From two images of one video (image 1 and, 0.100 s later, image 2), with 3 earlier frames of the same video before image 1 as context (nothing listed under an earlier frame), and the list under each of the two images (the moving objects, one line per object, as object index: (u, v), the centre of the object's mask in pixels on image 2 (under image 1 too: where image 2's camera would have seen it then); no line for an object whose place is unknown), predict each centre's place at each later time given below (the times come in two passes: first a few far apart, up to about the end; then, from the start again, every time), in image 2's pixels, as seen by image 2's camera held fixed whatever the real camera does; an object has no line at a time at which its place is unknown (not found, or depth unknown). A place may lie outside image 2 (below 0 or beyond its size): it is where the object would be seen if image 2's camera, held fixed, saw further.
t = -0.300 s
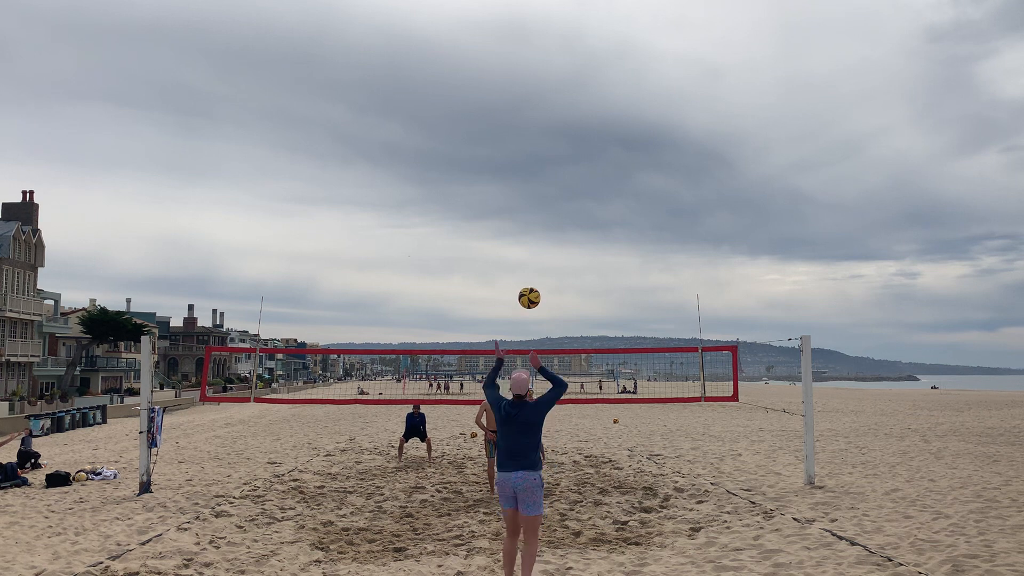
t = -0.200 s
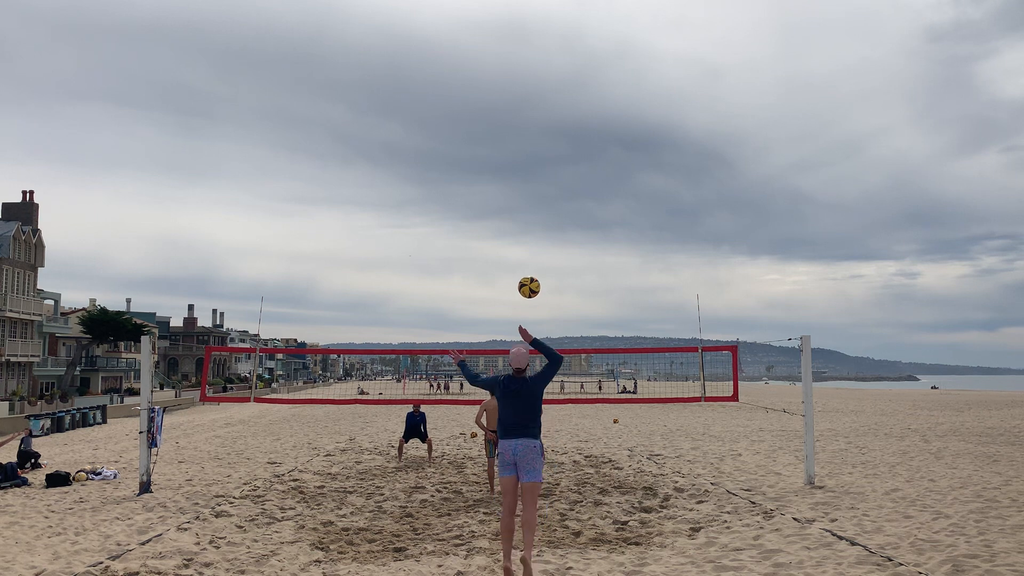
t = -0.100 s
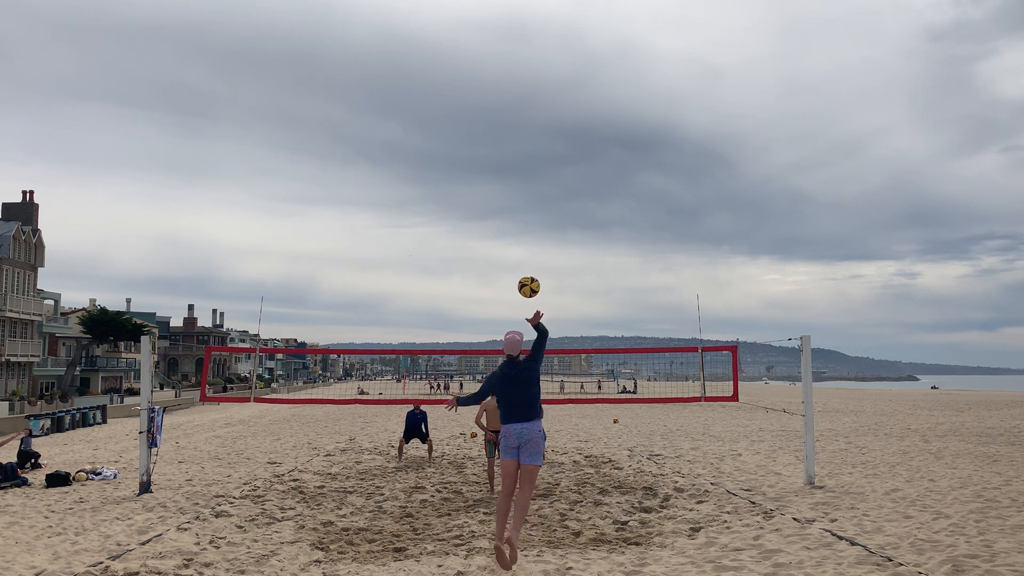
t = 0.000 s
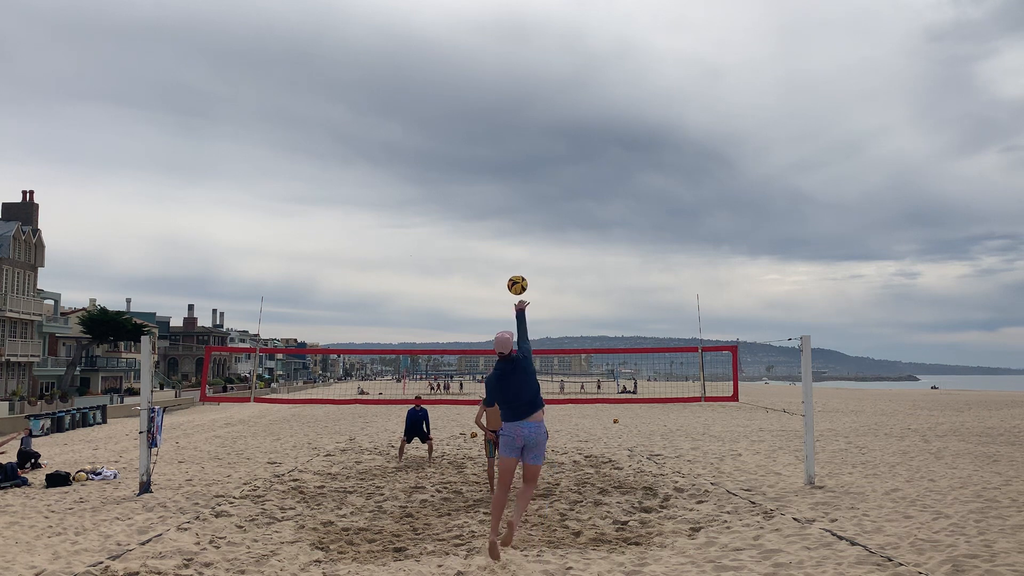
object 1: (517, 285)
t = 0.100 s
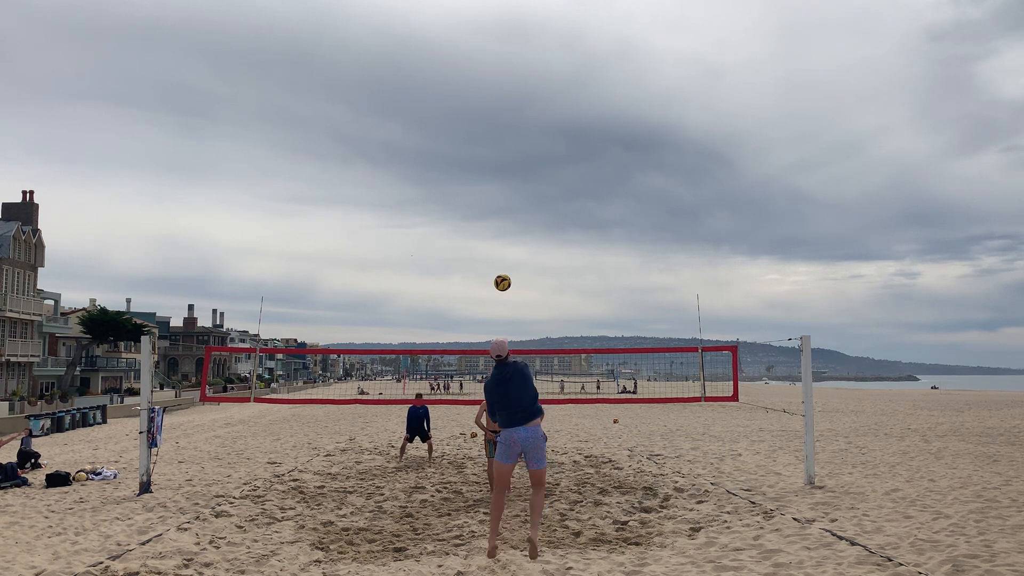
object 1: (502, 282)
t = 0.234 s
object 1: (490, 292)
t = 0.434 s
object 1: (475, 324)
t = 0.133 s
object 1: (499, 284)
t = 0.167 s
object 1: (496, 286)
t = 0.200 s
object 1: (493, 288)
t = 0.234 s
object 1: (490, 292)
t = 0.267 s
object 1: (487, 296)
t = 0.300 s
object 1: (484, 300)
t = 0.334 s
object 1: (481, 305)
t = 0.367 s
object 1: (479, 311)
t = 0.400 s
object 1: (477, 317)
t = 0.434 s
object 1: (475, 324)
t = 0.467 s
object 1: (473, 330)
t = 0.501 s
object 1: (471, 337)
